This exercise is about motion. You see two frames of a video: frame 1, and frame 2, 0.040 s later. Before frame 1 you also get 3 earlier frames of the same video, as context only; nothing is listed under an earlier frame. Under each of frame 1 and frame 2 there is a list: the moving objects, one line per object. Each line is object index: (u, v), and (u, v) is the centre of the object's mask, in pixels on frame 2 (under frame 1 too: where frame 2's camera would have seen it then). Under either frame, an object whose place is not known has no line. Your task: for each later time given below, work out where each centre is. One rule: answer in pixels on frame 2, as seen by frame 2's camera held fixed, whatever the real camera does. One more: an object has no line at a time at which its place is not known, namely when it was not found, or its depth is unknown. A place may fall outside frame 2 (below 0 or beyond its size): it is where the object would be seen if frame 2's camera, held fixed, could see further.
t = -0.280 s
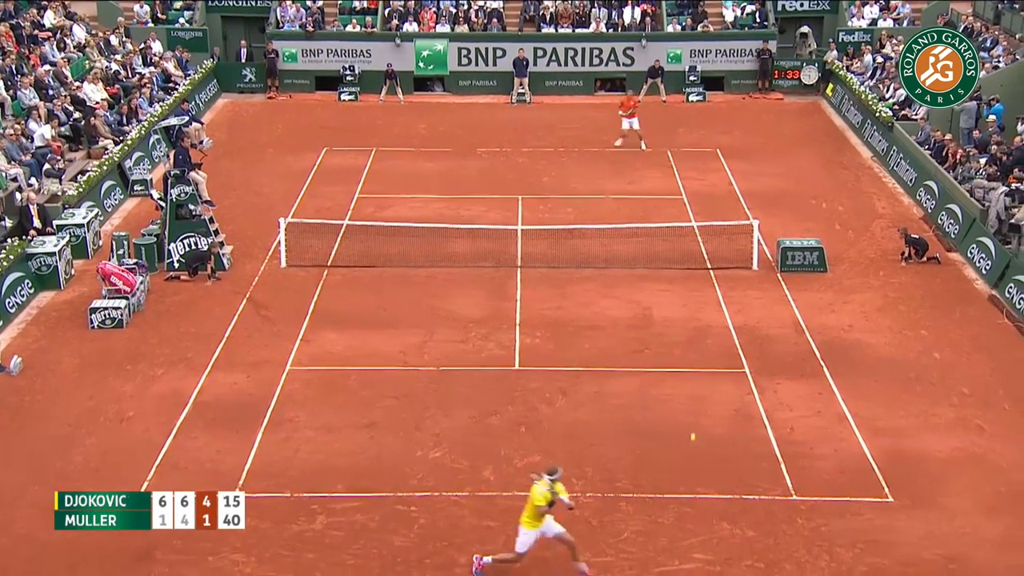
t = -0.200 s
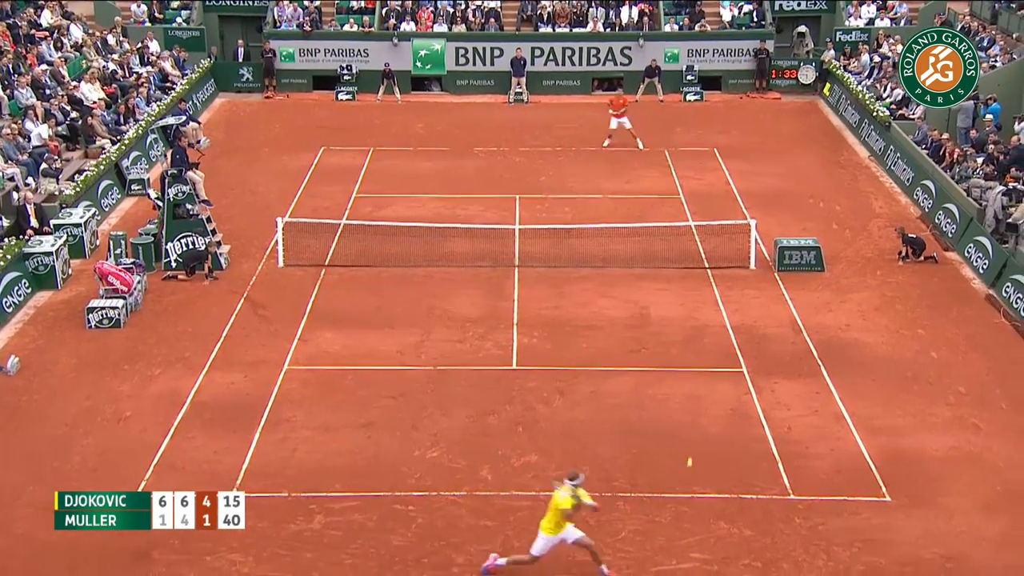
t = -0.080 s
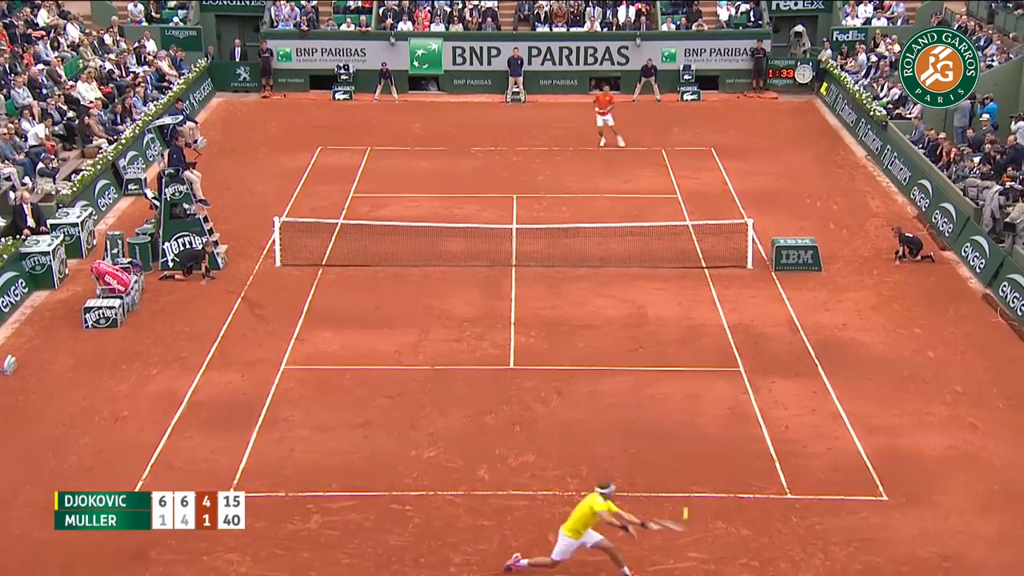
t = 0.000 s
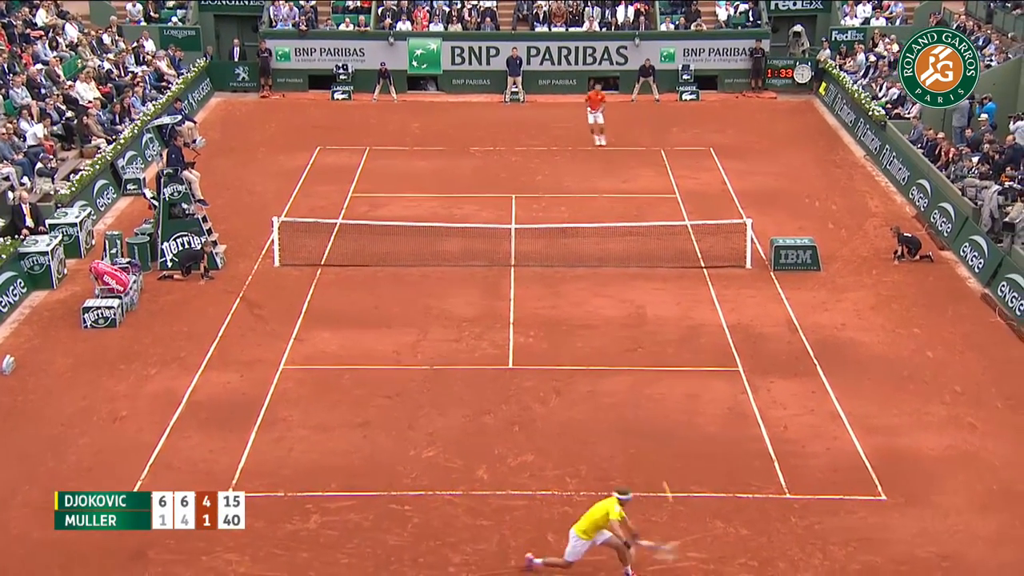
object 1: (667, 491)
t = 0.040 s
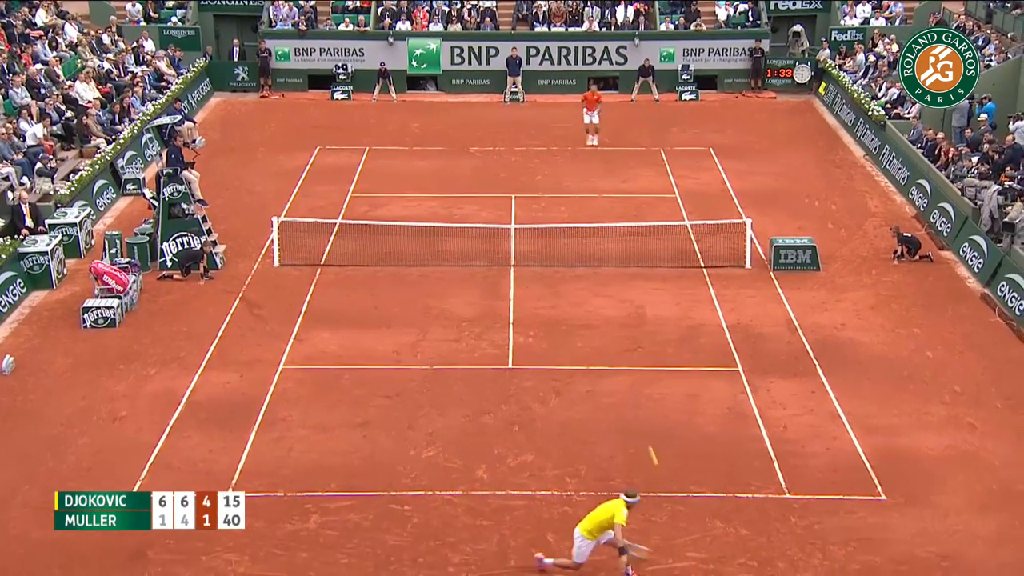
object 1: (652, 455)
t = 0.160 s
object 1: (617, 369)
